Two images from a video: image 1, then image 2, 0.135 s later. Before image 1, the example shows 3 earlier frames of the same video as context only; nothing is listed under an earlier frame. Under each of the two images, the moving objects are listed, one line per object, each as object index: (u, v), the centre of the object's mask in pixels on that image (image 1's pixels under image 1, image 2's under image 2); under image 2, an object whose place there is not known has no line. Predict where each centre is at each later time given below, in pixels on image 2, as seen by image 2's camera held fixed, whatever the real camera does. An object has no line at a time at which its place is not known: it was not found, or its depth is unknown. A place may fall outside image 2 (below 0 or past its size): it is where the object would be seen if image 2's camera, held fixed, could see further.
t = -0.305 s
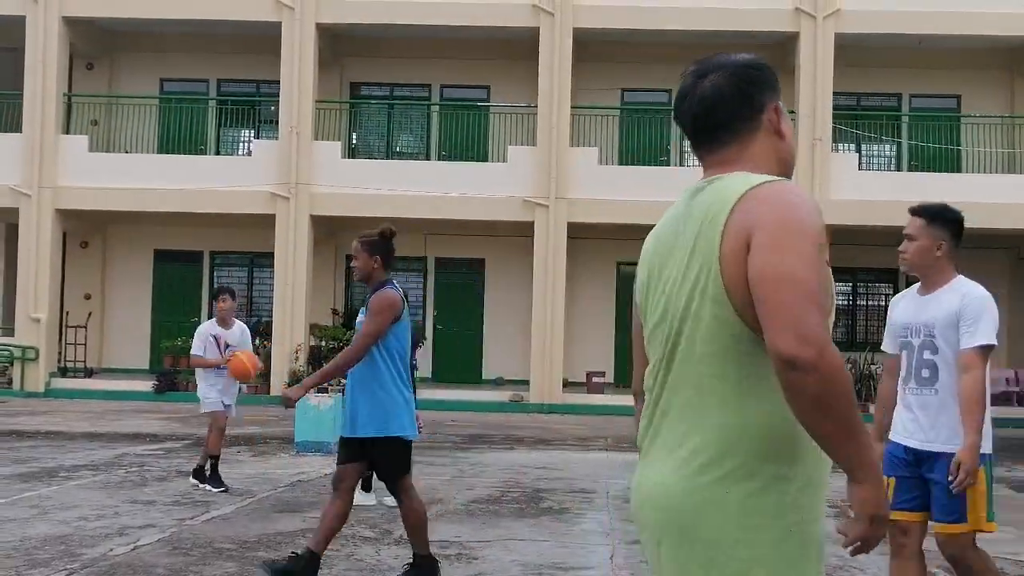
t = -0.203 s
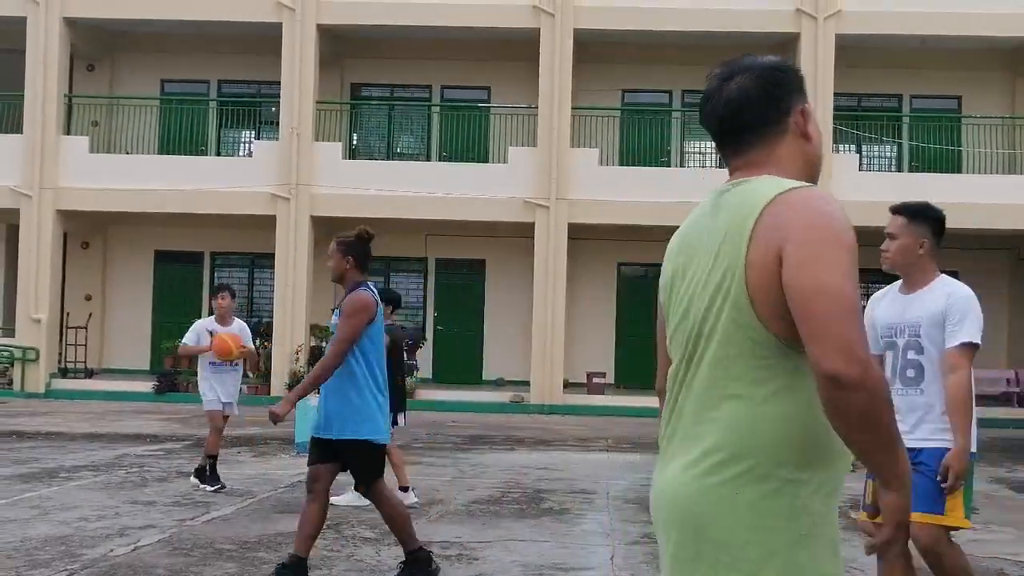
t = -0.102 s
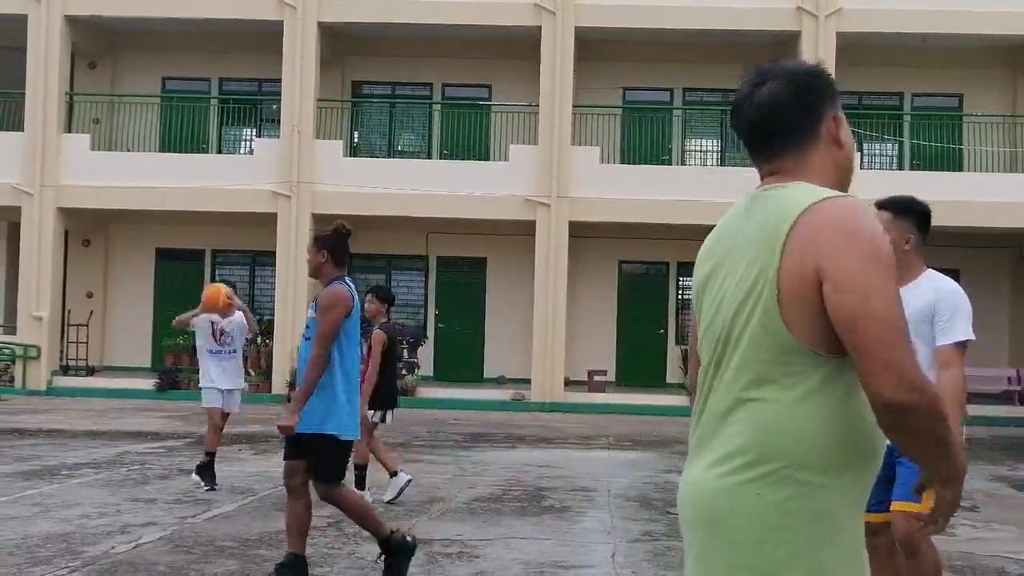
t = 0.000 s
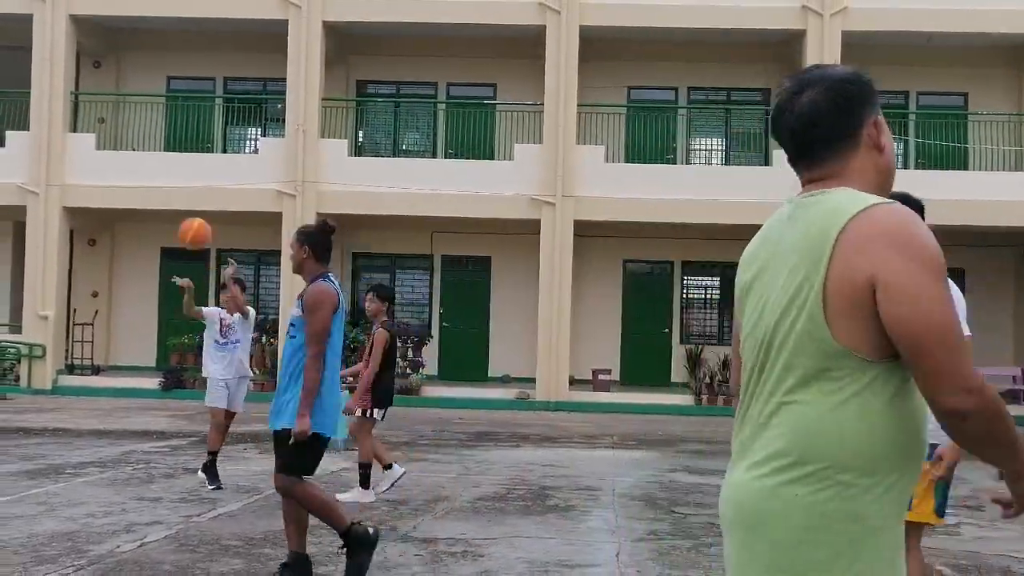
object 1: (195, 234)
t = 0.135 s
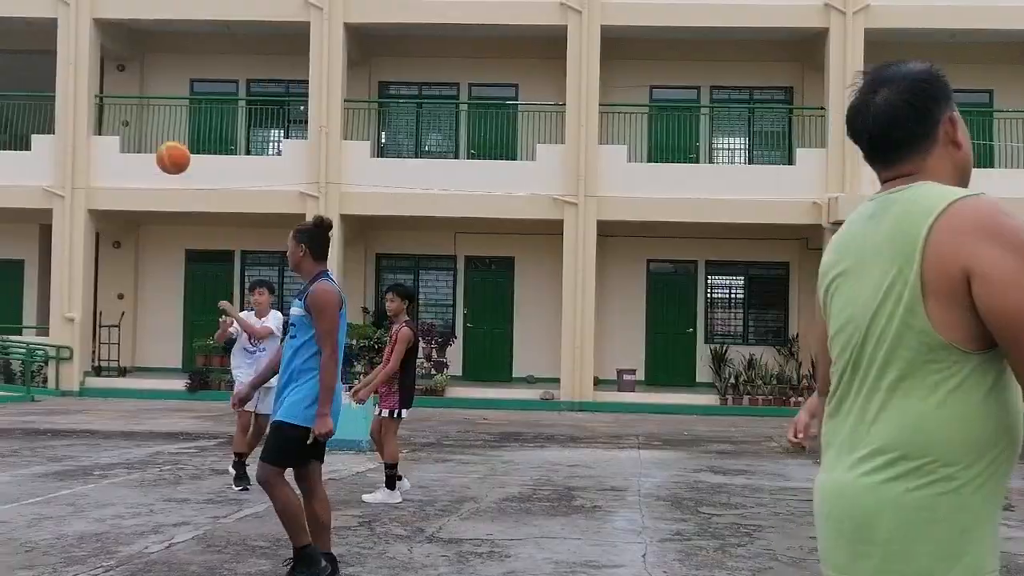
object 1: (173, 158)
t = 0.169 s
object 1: (160, 141)
